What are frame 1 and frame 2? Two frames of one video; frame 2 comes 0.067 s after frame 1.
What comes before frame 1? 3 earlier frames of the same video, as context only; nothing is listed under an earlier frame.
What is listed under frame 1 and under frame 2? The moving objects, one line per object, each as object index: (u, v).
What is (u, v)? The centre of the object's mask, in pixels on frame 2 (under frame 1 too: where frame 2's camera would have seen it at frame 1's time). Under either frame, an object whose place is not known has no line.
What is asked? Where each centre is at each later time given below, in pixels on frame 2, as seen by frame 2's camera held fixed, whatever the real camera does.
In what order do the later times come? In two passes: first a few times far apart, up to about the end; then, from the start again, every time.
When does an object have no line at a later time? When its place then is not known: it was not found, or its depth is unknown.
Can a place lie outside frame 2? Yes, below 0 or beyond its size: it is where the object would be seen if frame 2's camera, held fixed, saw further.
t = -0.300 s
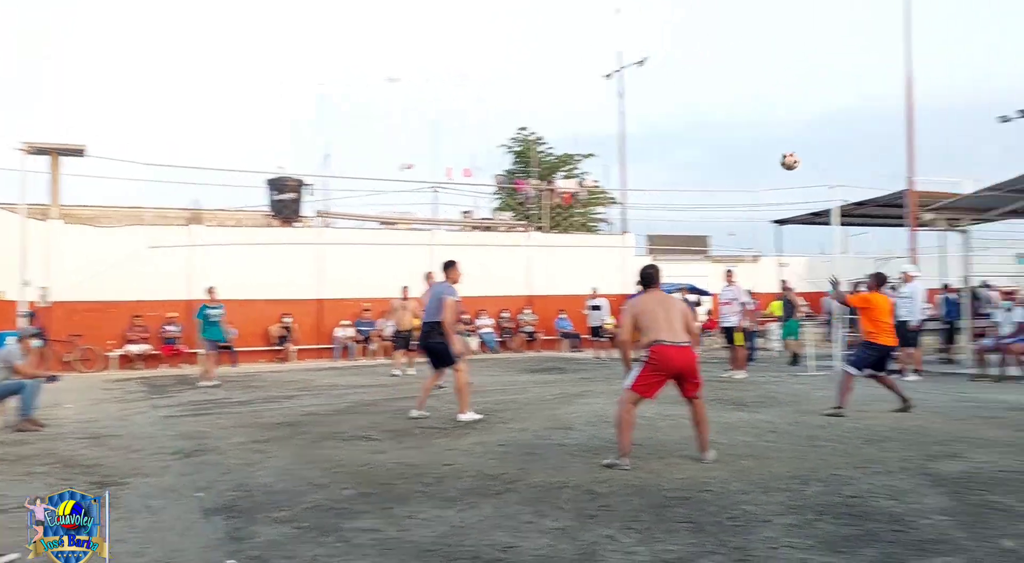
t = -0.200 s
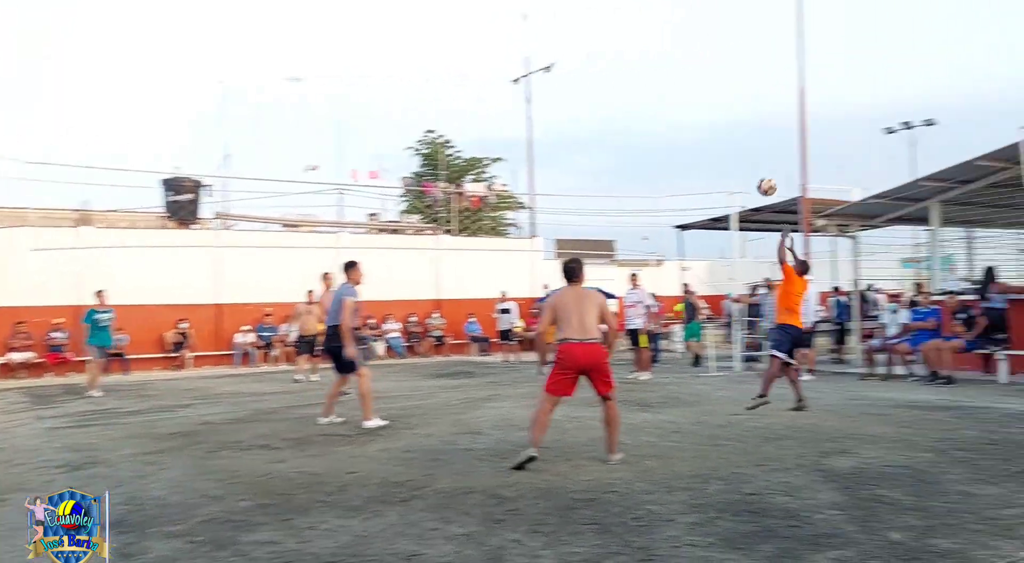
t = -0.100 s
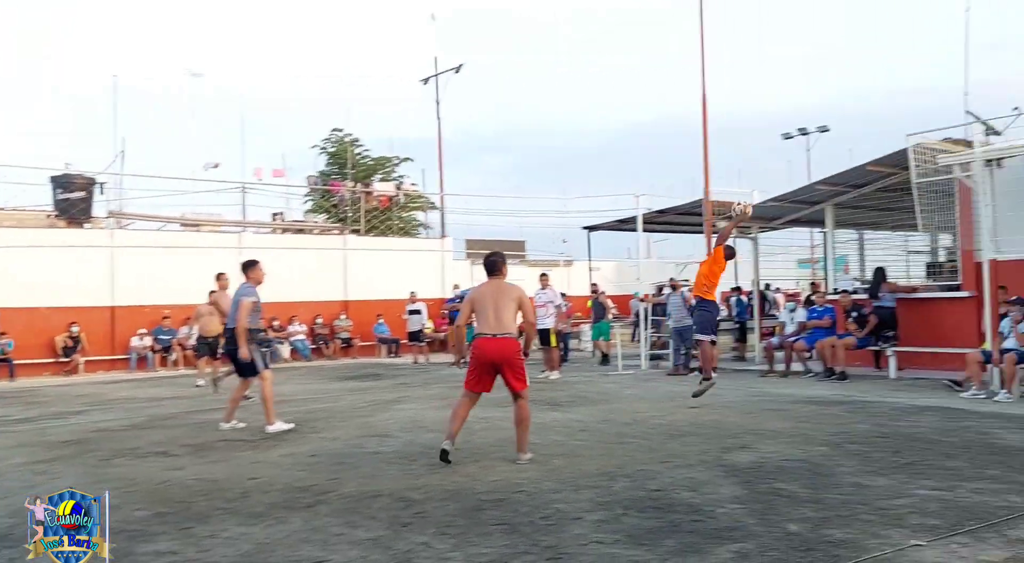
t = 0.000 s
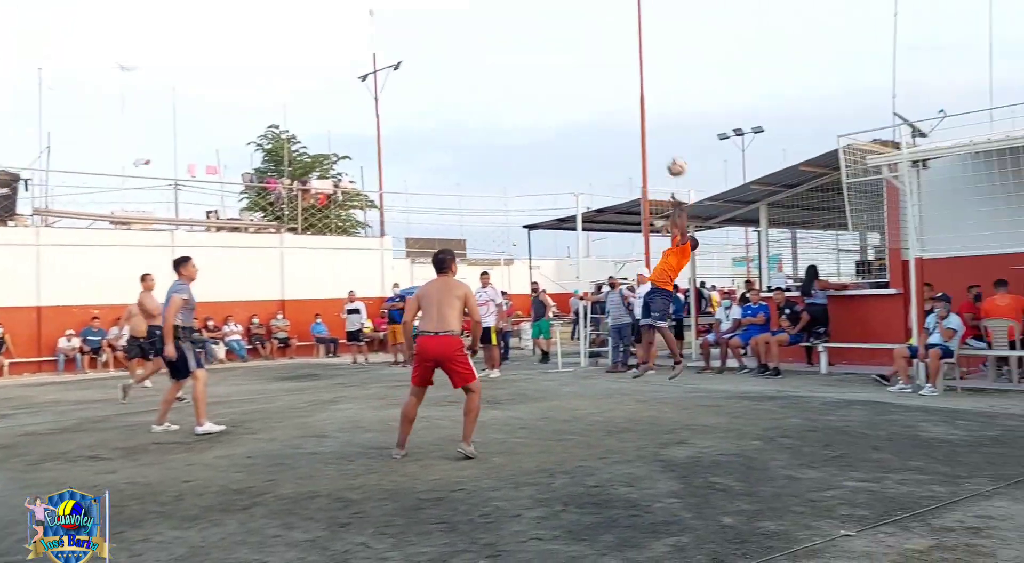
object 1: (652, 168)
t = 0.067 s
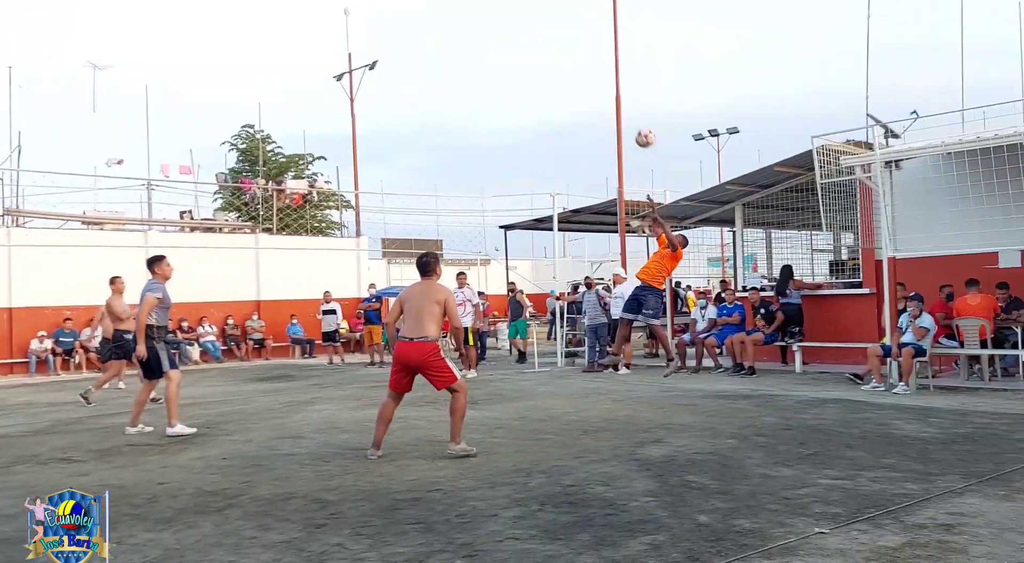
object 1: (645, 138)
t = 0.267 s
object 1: (623, 68)
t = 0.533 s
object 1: (592, 28)
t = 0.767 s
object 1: (563, 51)
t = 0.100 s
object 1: (641, 124)
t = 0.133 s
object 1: (638, 111)
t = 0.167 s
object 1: (633, 100)
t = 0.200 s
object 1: (630, 89)
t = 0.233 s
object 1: (626, 78)
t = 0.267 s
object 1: (623, 68)
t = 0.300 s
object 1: (619, 60)
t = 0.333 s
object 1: (615, 52)
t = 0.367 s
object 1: (611, 45)
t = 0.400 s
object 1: (608, 39)
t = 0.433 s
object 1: (604, 35)
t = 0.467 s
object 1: (600, 32)
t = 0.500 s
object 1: (595, 30)
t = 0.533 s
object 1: (592, 28)
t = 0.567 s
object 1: (588, 28)
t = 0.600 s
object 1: (584, 29)
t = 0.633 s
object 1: (580, 31)
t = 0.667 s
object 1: (575, 34)
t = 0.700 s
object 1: (571, 39)
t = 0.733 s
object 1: (567, 45)
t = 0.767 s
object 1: (563, 51)
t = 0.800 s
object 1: (559, 60)
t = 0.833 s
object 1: (555, 69)
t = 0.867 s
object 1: (551, 80)
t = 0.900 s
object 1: (546, 92)
